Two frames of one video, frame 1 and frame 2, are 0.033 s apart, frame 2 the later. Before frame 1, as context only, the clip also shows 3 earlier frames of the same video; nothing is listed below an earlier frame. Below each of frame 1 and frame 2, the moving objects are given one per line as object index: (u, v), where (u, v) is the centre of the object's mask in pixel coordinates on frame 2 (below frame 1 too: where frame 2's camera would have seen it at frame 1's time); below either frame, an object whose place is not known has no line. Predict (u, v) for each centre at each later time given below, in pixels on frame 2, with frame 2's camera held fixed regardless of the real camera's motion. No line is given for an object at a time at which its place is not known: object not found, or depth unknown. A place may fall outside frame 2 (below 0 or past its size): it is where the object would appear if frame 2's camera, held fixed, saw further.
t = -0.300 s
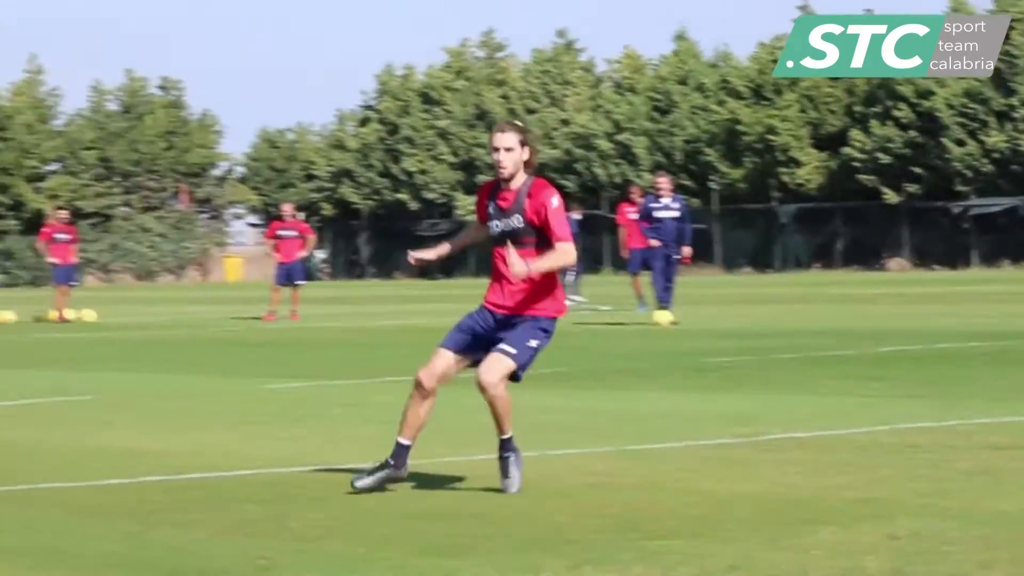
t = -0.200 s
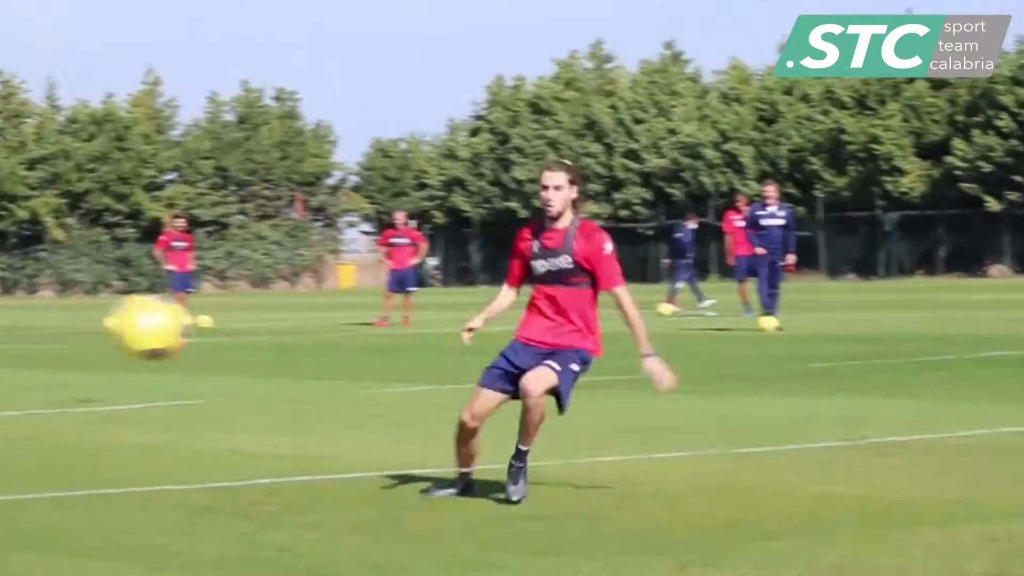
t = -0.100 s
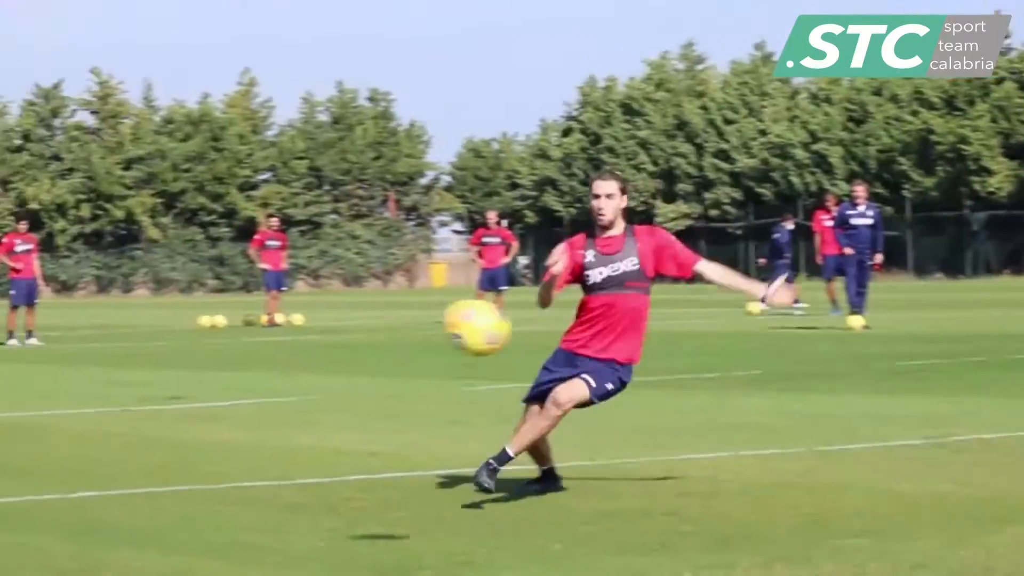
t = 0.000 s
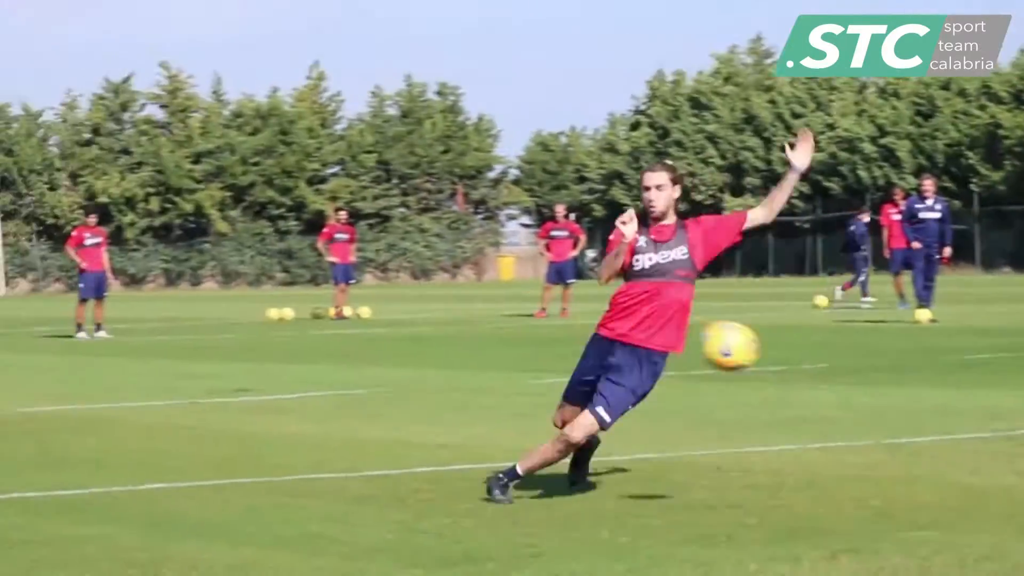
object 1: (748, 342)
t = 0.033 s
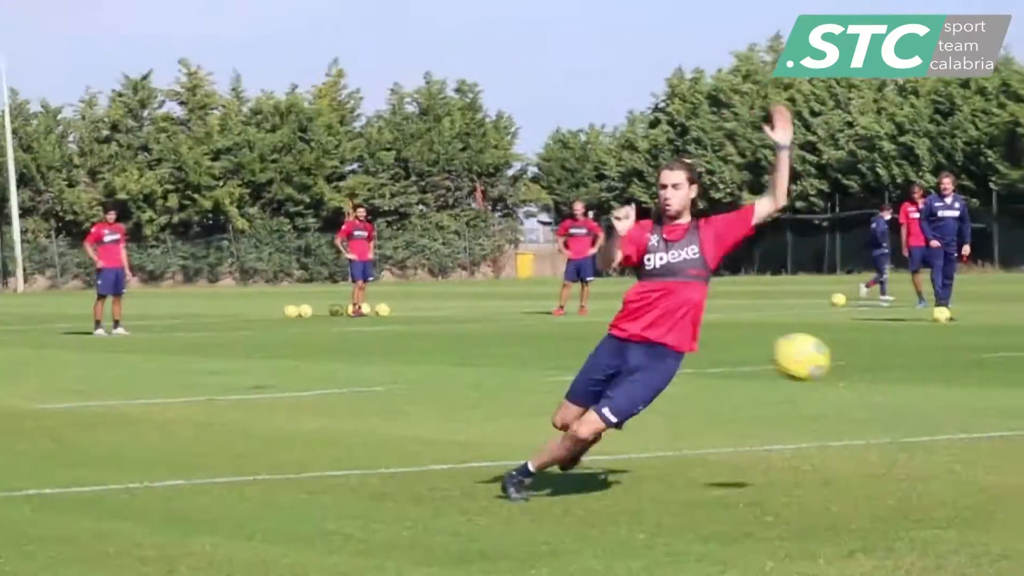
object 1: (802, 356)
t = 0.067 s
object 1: (852, 372)
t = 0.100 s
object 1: (900, 389)
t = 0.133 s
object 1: (943, 407)
